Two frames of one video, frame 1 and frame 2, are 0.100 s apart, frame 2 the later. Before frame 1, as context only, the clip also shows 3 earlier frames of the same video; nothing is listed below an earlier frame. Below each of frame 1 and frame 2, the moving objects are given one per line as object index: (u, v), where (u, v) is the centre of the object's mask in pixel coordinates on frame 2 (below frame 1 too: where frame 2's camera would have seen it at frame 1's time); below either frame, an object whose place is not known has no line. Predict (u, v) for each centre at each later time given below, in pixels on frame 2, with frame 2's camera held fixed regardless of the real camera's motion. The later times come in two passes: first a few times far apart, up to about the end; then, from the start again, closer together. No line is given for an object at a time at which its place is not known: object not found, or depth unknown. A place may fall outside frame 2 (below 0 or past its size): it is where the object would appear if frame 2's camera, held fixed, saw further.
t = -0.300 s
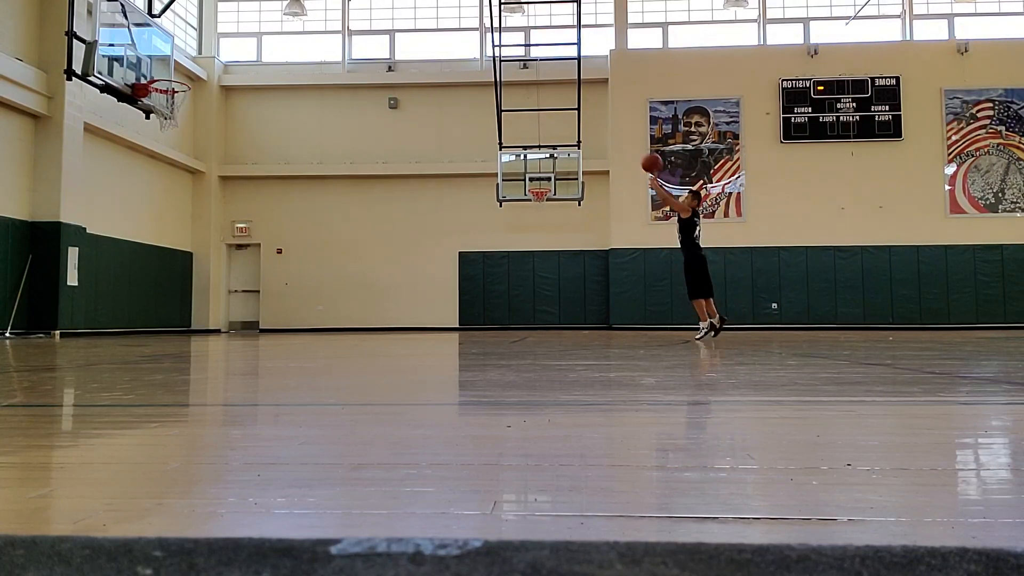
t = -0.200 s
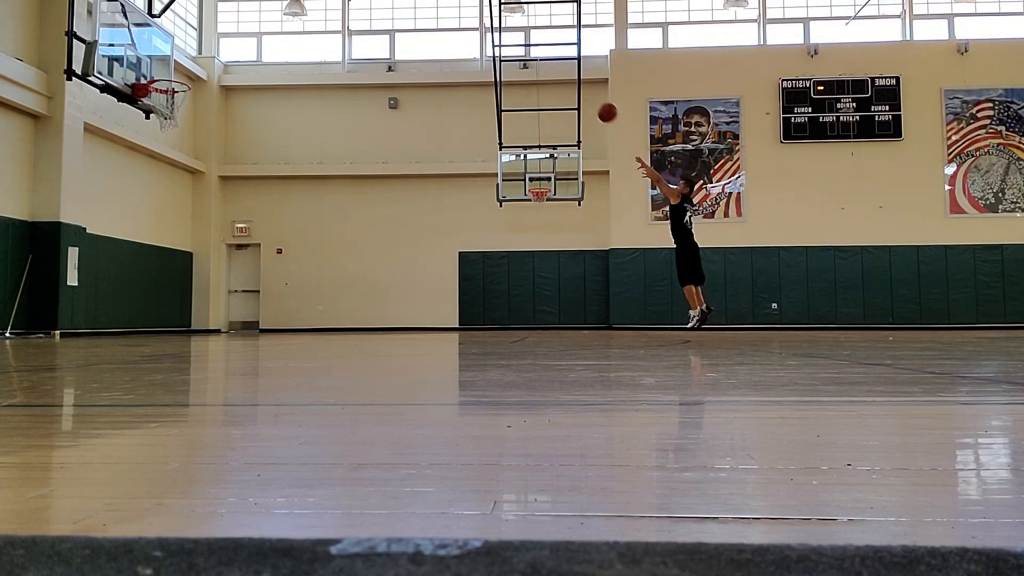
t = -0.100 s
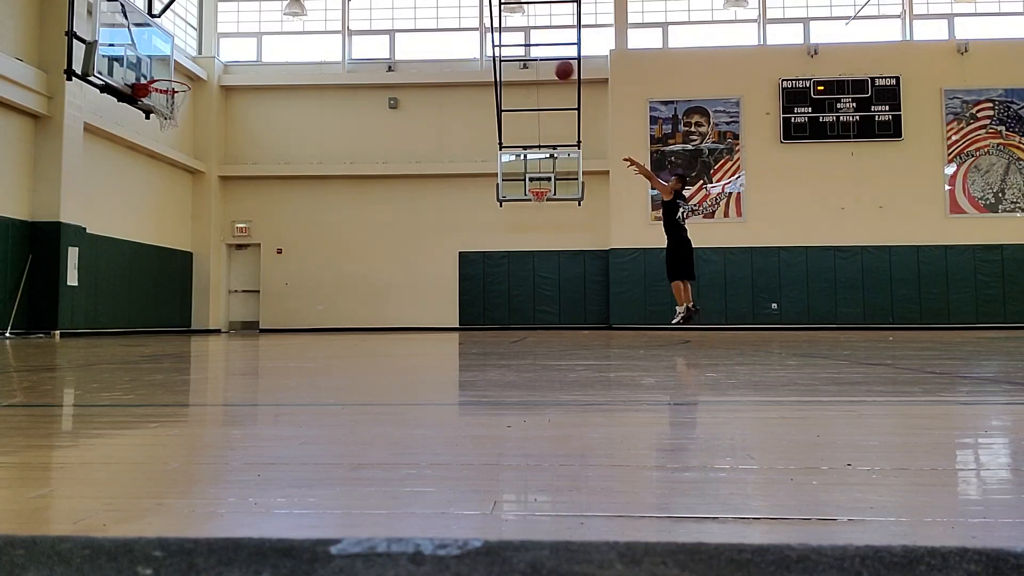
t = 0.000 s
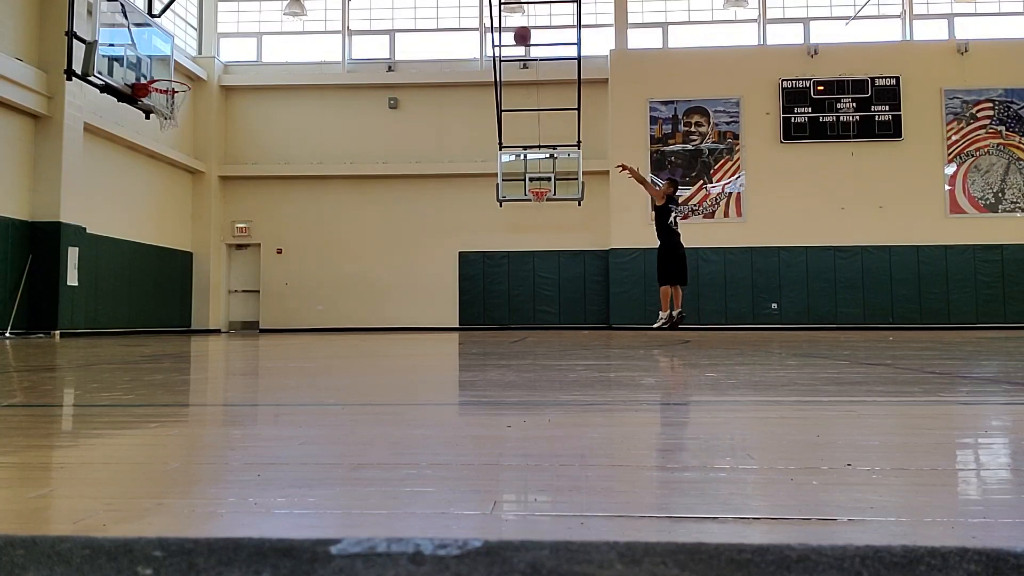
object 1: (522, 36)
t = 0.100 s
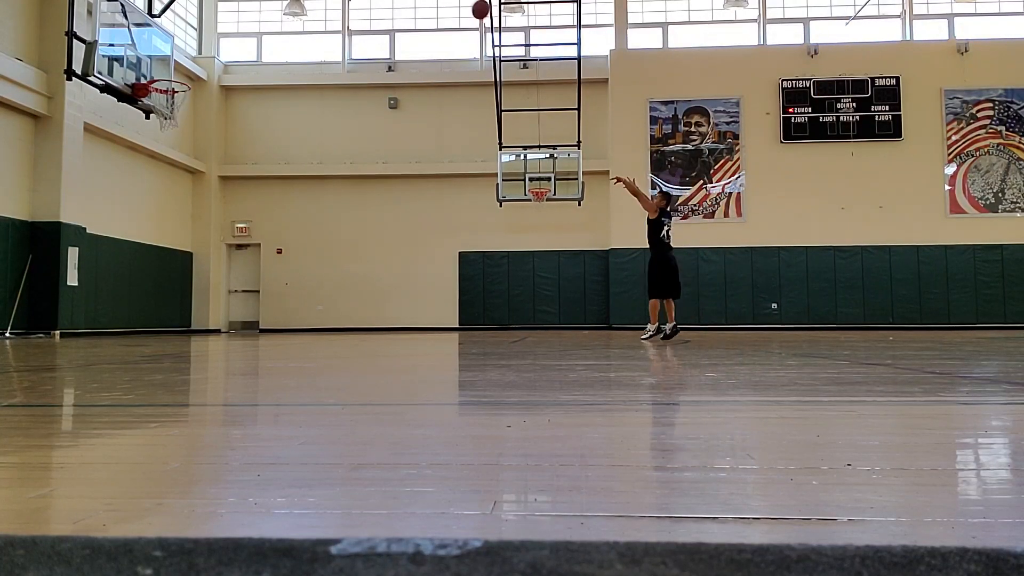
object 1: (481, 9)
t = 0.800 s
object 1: (202, 45)
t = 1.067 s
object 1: (179, 36)
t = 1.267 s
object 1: (202, 6)
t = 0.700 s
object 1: (240, 17)
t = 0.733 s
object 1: (228, 25)
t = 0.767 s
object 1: (214, 34)
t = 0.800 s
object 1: (202, 45)
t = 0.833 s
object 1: (189, 56)
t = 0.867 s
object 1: (175, 68)
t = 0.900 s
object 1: (162, 82)
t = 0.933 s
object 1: (164, 73)
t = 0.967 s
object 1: (168, 63)
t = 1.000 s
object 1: (171, 53)
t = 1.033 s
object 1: (175, 44)
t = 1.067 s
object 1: (179, 36)
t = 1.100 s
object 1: (182, 28)
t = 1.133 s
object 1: (186, 21)
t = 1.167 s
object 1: (190, 15)
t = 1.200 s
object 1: (194, 10)
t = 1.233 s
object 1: (198, 7)
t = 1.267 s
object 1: (202, 6)
